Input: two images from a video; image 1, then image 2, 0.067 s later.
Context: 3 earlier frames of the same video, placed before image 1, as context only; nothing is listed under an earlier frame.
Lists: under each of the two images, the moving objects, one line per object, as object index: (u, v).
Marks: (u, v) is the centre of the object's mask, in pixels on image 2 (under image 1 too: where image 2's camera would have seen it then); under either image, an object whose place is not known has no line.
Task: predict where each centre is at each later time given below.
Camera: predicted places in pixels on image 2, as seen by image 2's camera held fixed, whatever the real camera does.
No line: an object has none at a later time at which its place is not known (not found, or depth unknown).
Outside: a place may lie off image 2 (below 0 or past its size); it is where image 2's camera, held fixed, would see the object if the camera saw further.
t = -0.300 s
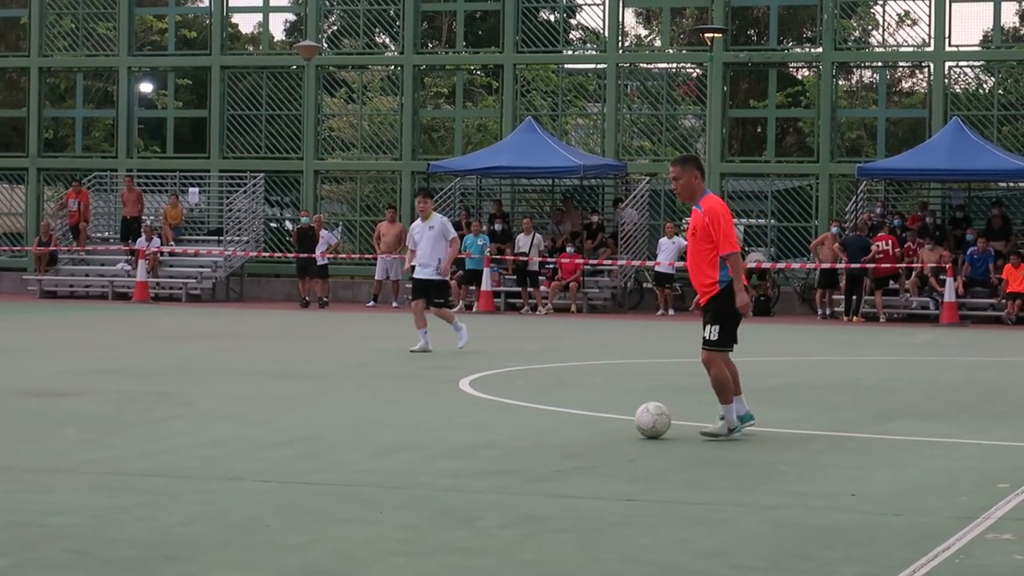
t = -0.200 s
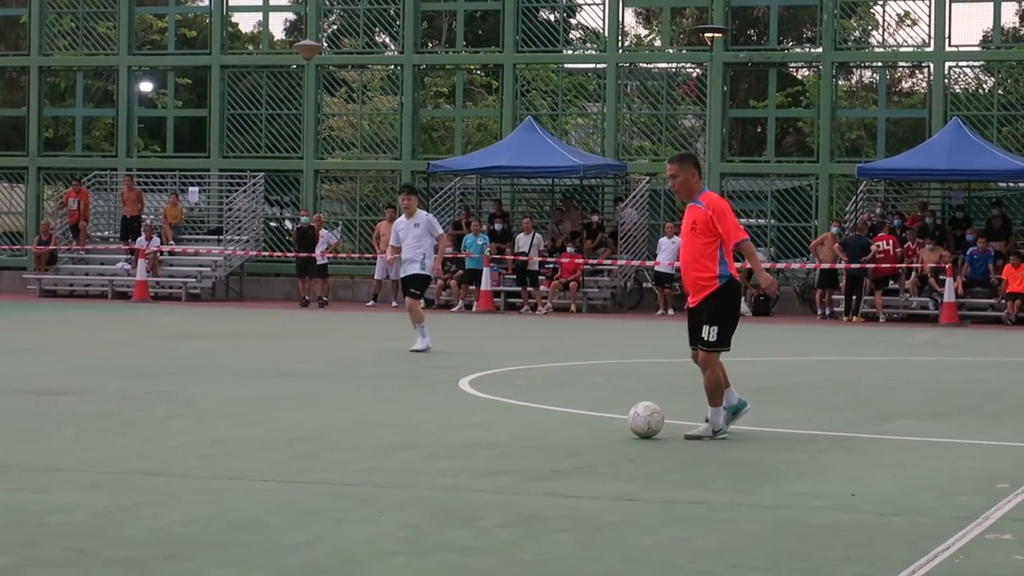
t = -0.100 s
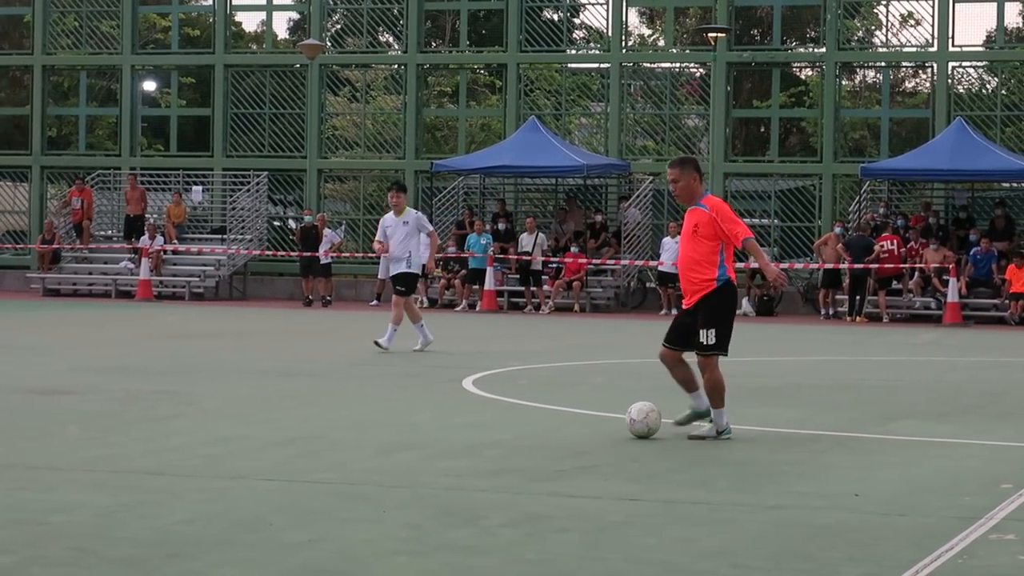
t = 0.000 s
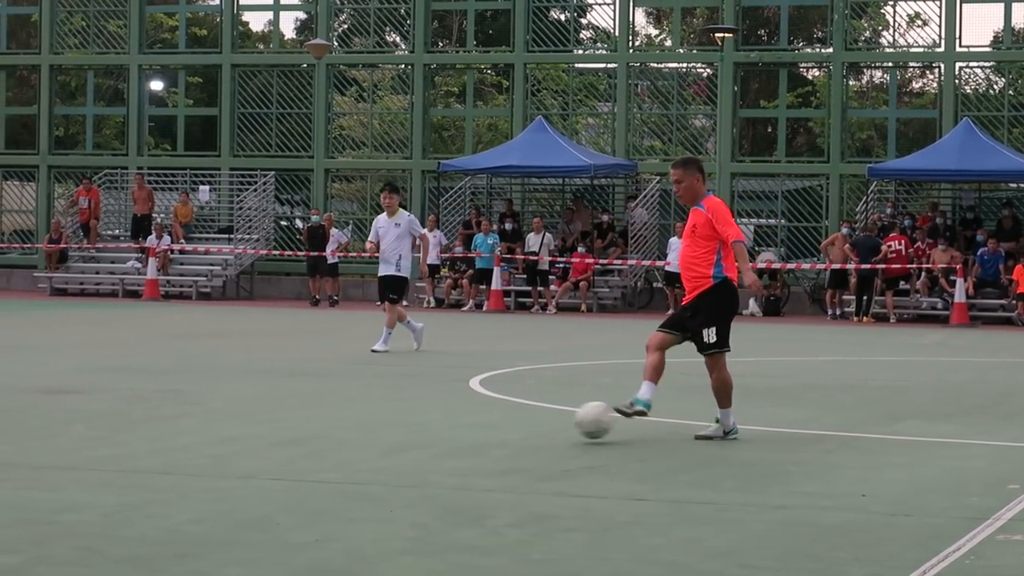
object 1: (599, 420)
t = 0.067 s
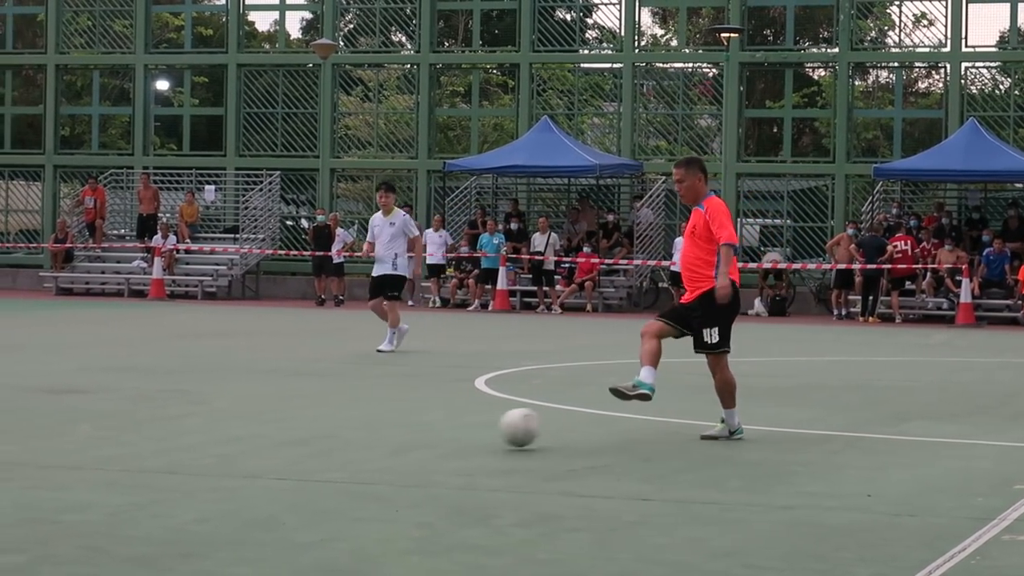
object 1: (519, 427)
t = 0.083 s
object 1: (498, 430)
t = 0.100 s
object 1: (478, 433)
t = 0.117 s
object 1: (459, 433)
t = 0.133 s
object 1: (440, 433)
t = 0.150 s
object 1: (419, 434)
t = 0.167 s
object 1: (400, 435)
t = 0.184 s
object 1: (380, 438)
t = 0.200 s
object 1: (360, 440)
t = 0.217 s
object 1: (339, 444)
